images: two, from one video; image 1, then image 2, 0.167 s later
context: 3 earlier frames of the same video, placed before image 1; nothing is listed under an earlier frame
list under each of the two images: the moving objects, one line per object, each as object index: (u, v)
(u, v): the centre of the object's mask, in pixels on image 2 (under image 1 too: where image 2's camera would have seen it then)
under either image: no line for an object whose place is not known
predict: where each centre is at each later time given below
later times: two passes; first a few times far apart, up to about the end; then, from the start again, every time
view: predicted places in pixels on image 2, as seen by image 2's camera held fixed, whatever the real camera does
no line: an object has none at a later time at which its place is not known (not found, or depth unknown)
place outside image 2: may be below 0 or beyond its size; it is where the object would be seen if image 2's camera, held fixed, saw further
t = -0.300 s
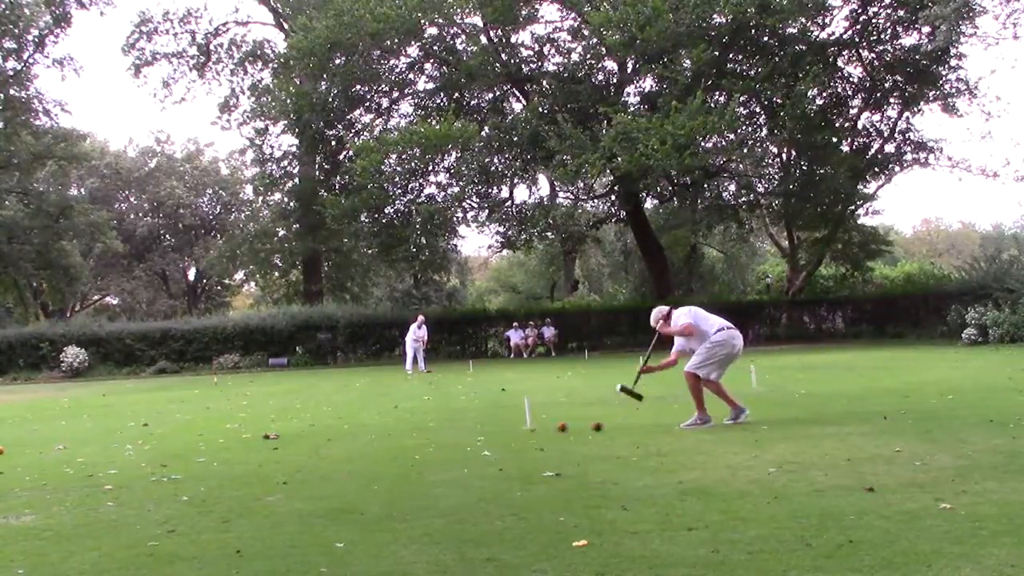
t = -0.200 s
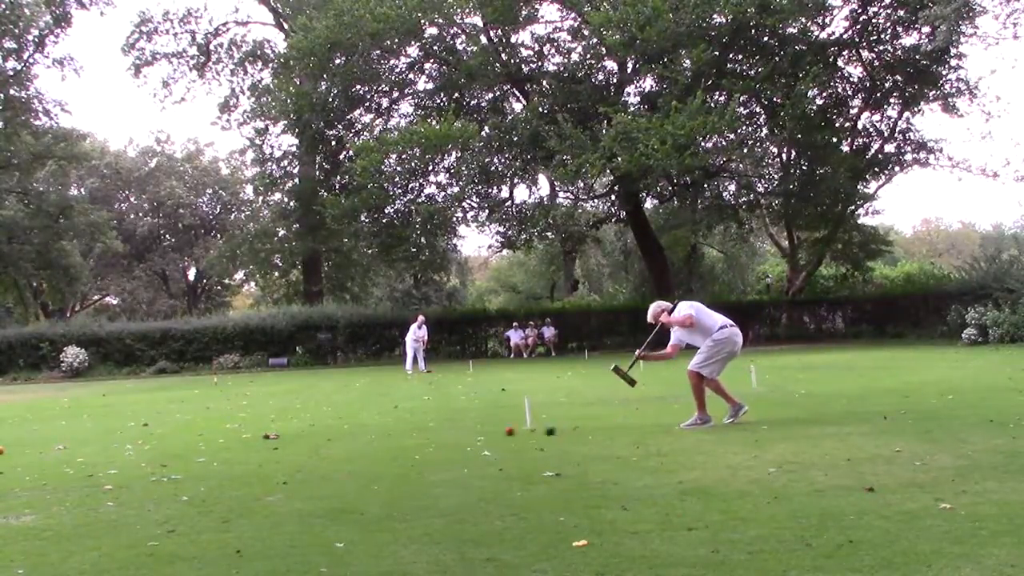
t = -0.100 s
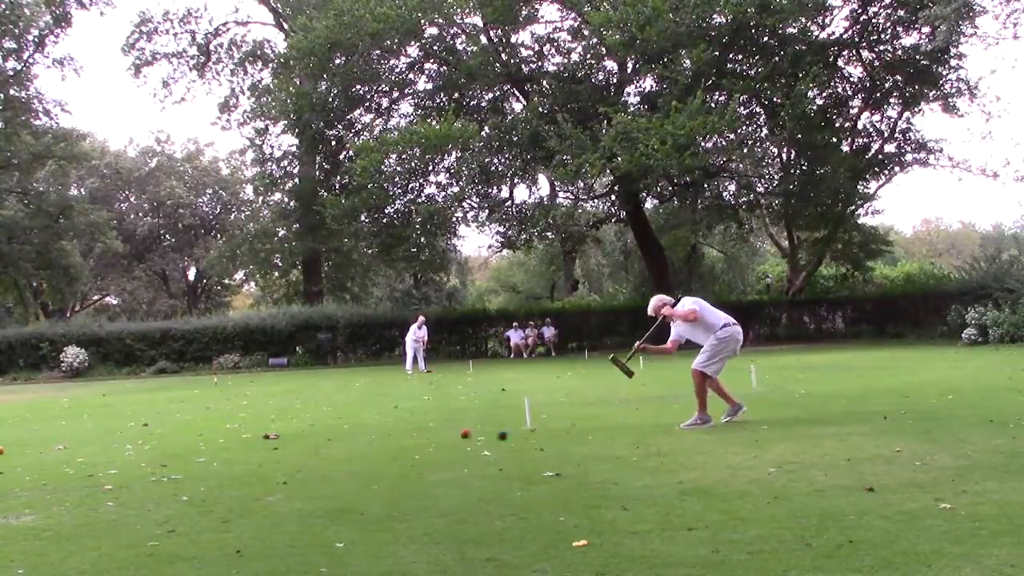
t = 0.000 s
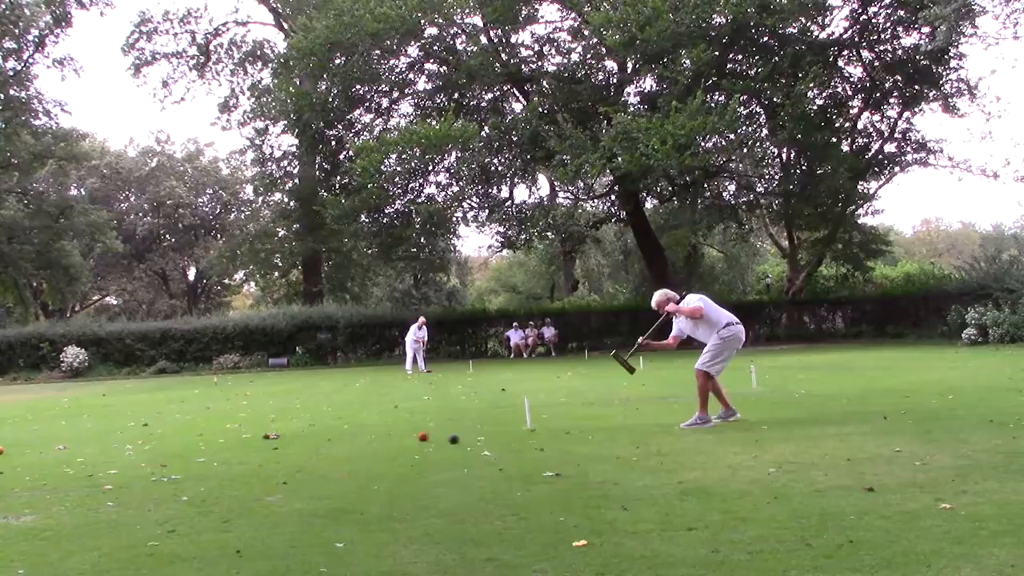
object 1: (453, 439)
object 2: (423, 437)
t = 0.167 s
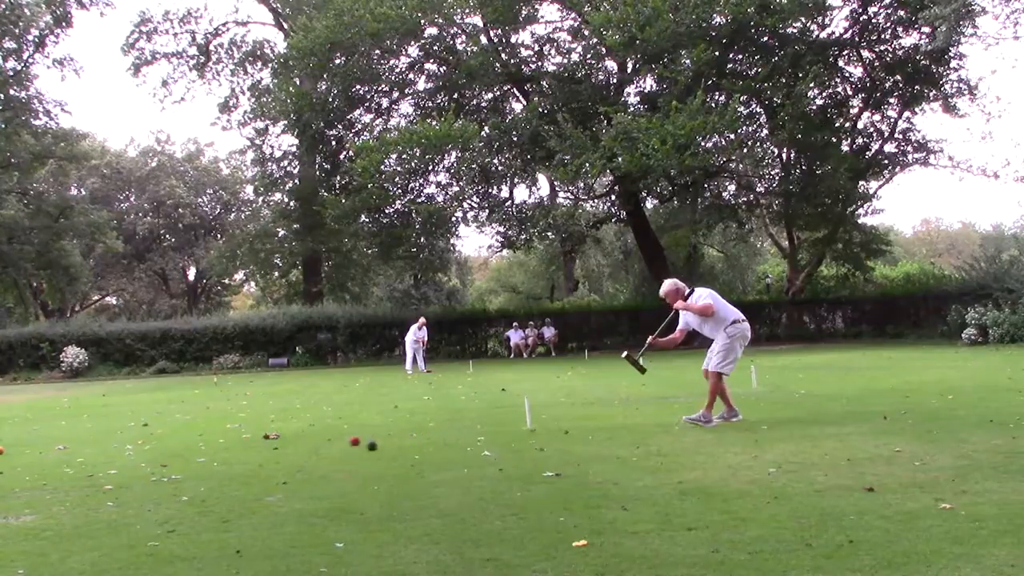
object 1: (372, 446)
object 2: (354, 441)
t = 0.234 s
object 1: (339, 448)
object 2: (328, 443)
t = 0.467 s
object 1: (219, 460)
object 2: (234, 449)
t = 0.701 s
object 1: (98, 469)
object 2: (144, 453)
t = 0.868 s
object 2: (79, 458)
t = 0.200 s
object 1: (355, 446)
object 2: (341, 441)
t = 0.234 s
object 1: (339, 448)
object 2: (328, 443)
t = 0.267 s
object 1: (322, 450)
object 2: (314, 443)
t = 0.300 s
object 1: (305, 452)
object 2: (300, 444)
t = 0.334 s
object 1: (287, 453)
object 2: (286, 445)
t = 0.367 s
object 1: (270, 455)
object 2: (274, 445)
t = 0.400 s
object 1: (254, 456)
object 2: (261, 447)
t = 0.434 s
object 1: (237, 458)
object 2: (247, 447)
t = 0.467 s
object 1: (219, 460)
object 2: (234, 449)
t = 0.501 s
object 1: (202, 460)
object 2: (221, 449)
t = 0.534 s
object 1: (185, 462)
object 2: (207, 450)
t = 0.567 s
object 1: (168, 463)
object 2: (195, 451)
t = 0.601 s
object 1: (151, 465)
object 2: (182, 451)
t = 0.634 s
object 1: (133, 466)
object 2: (169, 453)
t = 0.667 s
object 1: (115, 468)
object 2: (156, 453)
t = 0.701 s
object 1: (98, 469)
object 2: (144, 453)
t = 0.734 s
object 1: (80, 470)
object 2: (130, 454)
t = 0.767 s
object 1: (63, 472)
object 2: (119, 455)
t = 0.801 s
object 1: (45, 473)
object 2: (106, 456)
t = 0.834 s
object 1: (26, 475)
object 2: (92, 457)
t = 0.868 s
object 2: (79, 458)
